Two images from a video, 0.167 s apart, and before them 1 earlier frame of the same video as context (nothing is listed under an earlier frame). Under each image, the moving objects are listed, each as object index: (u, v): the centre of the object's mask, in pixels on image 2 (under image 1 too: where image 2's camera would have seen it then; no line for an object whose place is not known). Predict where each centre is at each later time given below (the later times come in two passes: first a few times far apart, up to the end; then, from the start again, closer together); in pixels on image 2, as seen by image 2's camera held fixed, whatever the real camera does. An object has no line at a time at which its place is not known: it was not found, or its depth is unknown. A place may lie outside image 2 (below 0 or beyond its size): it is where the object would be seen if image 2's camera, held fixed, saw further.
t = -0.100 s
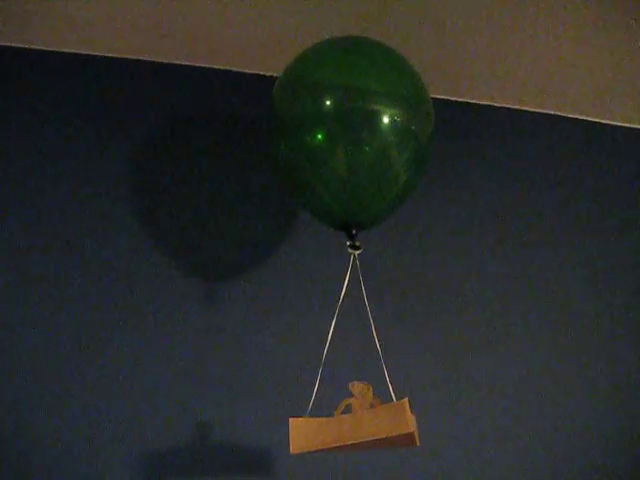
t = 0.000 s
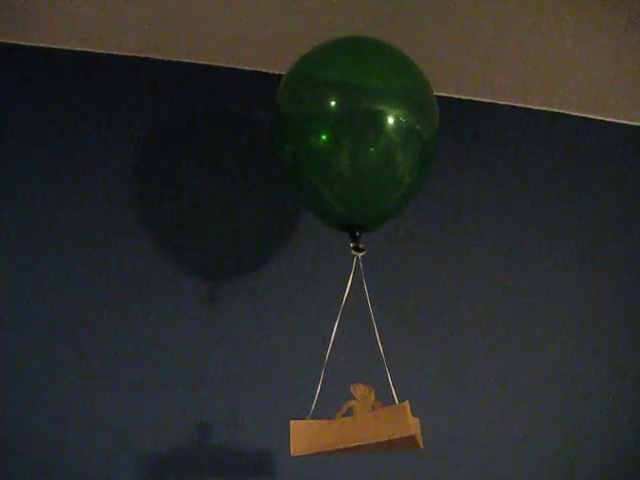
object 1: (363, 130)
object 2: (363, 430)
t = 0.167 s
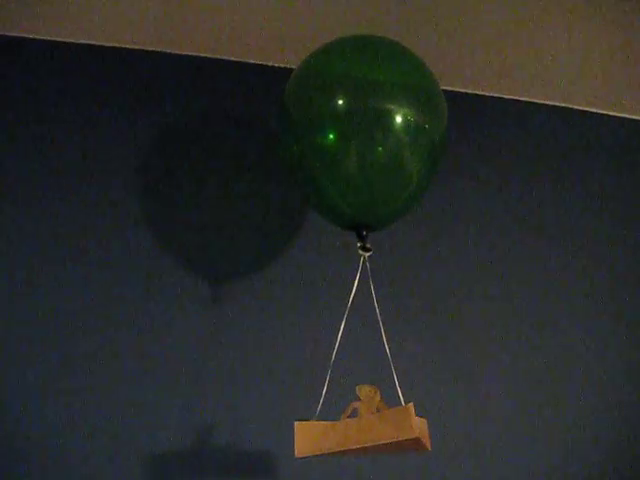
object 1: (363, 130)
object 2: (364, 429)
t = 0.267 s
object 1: (363, 131)
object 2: (364, 429)
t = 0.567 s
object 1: (363, 131)
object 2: (364, 429)
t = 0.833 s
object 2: (365, 429)
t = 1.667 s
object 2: (363, 428)
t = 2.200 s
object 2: (361, 427)
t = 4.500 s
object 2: (358, 425)
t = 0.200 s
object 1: (363, 130)
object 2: (364, 430)
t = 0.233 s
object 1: (363, 130)
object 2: (364, 429)
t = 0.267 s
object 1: (363, 131)
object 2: (364, 429)
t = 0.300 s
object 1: (363, 131)
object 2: (364, 429)
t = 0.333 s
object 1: (364, 131)
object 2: (364, 429)
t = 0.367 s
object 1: (364, 131)
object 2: (364, 429)
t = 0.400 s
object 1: (363, 131)
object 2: (364, 429)
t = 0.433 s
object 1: (364, 131)
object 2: (364, 429)
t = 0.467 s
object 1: (363, 131)
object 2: (364, 429)
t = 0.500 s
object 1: (363, 131)
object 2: (364, 429)
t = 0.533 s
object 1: (363, 131)
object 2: (364, 429)
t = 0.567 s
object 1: (363, 131)
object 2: (364, 429)
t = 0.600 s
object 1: (362, 131)
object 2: (364, 429)
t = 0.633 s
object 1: (362, 131)
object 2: (364, 429)
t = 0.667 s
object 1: (362, 131)
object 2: (364, 429)
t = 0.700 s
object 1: (363, 131)
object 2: (365, 429)
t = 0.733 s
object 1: (363, 131)
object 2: (364, 429)
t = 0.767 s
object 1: (362, 131)
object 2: (364, 429)
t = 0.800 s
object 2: (365, 429)
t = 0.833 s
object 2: (365, 429)
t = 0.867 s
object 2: (366, 429)
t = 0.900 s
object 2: (366, 429)
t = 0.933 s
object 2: (366, 429)
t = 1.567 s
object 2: (364, 427)
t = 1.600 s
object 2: (364, 427)
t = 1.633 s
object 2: (364, 428)
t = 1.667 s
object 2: (363, 428)
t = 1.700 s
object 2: (363, 428)
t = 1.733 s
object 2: (363, 427)
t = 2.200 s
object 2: (361, 427)
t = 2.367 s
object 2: (360, 427)
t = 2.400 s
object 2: (361, 427)
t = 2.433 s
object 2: (360, 427)
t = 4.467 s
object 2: (359, 425)
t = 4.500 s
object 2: (358, 425)
